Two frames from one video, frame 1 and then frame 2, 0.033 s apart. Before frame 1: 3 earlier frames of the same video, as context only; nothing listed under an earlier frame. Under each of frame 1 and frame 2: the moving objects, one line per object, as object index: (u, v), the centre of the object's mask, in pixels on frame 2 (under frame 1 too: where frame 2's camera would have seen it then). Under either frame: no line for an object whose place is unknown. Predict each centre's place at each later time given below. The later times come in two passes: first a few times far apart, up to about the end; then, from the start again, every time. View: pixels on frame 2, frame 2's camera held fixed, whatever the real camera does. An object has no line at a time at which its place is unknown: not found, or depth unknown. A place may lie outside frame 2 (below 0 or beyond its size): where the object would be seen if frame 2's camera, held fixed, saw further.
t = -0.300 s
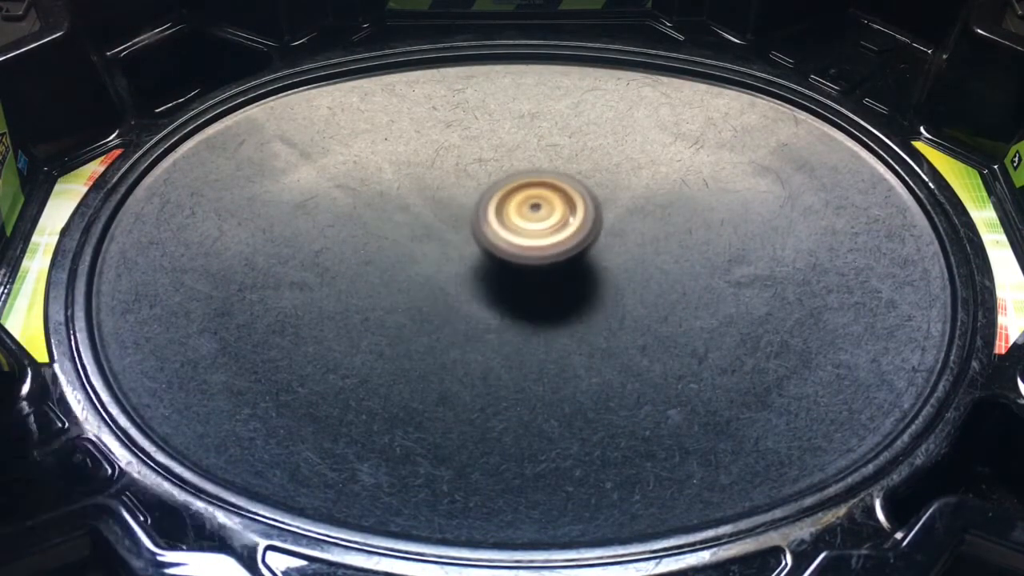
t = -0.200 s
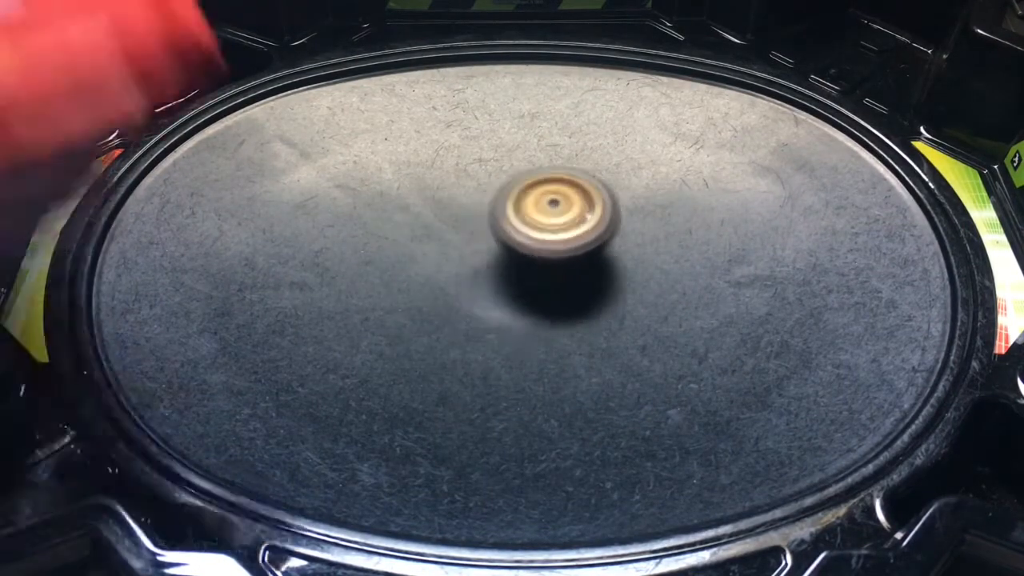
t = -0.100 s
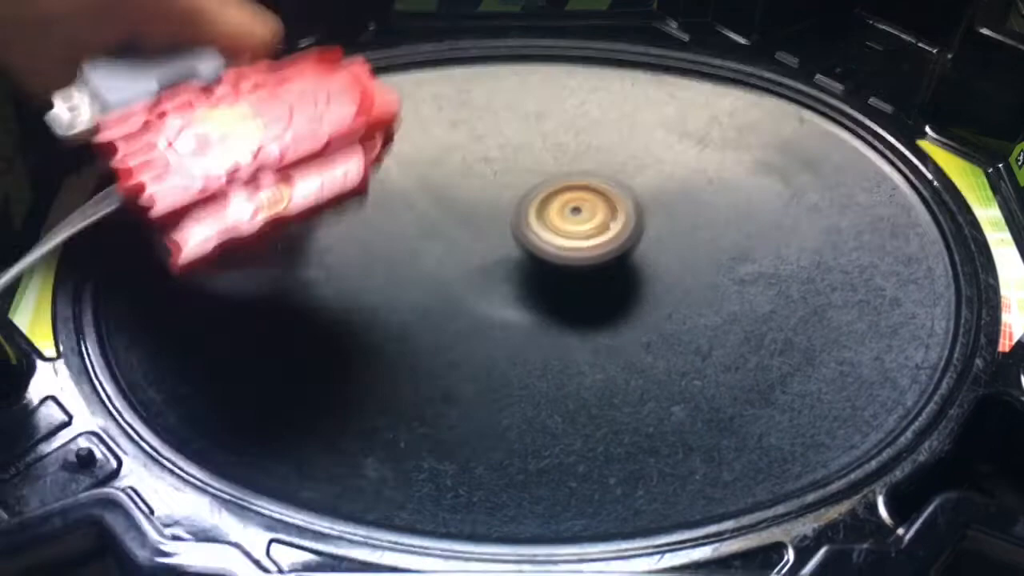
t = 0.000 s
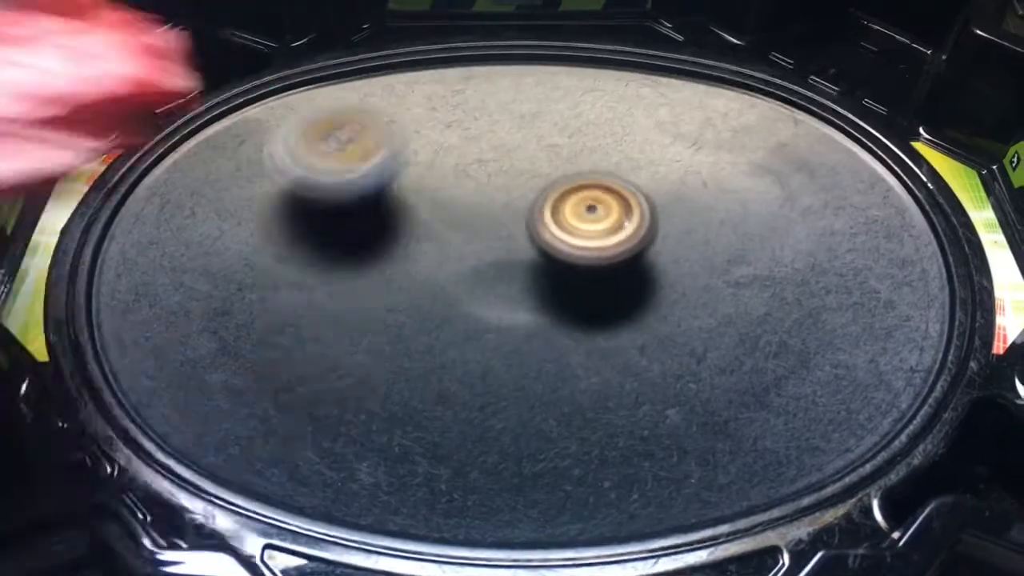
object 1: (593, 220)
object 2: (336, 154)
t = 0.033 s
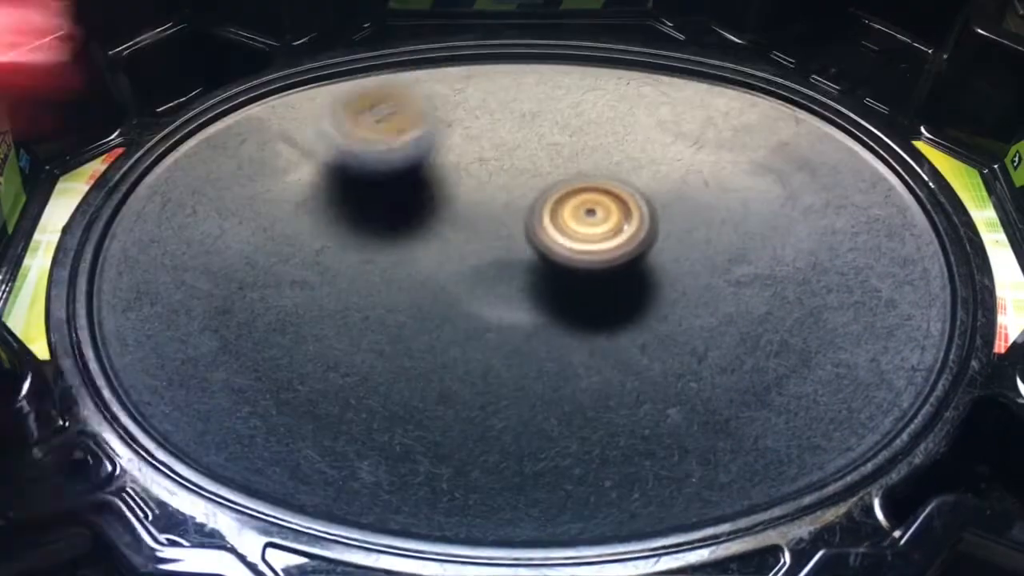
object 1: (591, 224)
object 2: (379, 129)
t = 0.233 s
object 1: (573, 252)
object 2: (658, 69)
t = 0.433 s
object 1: (595, 259)
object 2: (925, 210)
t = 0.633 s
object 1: (580, 270)
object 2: (761, 453)
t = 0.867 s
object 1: (568, 272)
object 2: (140, 368)
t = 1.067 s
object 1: (565, 279)
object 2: (259, 54)
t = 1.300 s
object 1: (531, 281)
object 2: (832, 75)
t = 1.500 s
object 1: (500, 282)
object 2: (727, 457)
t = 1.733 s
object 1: (479, 273)
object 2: (85, 257)
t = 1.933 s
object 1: (468, 267)
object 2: (430, 29)
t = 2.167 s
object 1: (466, 261)
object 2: (946, 224)
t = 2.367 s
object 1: (465, 253)
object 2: (468, 483)
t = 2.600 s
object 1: (466, 249)
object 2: (115, 153)
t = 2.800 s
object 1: (466, 241)
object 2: (541, 30)
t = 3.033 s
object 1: (480, 235)
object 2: (949, 282)
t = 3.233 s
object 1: (490, 240)
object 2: (450, 486)
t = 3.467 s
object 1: (507, 249)
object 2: (114, 164)
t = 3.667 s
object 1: (516, 254)
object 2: (490, 33)
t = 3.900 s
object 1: (522, 259)
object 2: (942, 172)
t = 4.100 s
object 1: (526, 266)
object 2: (721, 469)
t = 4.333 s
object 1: (529, 280)
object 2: (121, 351)
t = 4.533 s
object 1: (526, 282)
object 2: (233, 70)
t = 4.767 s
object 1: (521, 280)
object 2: (688, 63)
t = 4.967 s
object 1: (517, 280)
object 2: (946, 278)
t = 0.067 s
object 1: (587, 229)
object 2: (421, 104)
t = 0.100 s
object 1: (584, 234)
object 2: (467, 86)
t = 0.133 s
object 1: (581, 241)
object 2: (512, 73)
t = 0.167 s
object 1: (577, 246)
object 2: (561, 65)
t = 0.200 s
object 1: (575, 250)
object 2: (607, 63)
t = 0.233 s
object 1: (573, 252)
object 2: (658, 69)
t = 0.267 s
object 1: (573, 253)
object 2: (709, 77)
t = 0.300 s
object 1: (577, 253)
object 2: (758, 93)
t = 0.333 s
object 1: (583, 256)
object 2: (808, 111)
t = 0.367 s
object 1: (589, 257)
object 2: (853, 139)
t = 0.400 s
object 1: (593, 258)
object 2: (890, 171)
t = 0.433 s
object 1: (595, 259)
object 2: (925, 210)
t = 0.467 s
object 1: (595, 261)
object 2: (949, 250)
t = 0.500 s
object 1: (593, 262)
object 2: (955, 292)
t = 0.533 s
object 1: (591, 264)
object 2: (933, 343)
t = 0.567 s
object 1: (589, 266)
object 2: (902, 387)
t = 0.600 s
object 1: (585, 268)
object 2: (843, 426)
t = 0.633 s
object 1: (580, 270)
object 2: (761, 453)
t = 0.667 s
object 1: (574, 271)
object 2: (675, 472)
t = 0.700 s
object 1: (569, 270)
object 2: (580, 481)
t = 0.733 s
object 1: (565, 269)
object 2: (482, 482)
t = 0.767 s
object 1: (563, 269)
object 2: (383, 472)
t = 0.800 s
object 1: (564, 269)
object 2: (289, 448)
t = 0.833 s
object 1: (565, 270)
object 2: (205, 413)
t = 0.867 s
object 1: (568, 272)
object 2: (140, 368)
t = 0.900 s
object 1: (571, 272)
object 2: (101, 312)
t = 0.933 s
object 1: (573, 274)
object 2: (90, 247)
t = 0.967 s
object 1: (573, 275)
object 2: (103, 182)
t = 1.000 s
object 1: (572, 276)
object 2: (138, 130)
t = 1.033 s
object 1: (569, 277)
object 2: (191, 87)
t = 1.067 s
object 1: (565, 279)
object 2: (259, 54)
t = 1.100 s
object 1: (560, 280)
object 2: (332, 37)
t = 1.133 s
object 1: (555, 281)
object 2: (408, 31)
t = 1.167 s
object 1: (549, 281)
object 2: (492, 28)
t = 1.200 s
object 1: (545, 281)
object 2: (574, 29)
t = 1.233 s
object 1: (540, 281)
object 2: (665, 34)
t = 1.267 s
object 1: (535, 282)
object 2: (750, 45)
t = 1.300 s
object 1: (531, 281)
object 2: (832, 75)
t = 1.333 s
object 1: (527, 282)
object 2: (896, 124)
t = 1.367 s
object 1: (522, 283)
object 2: (940, 189)
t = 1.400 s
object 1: (517, 283)
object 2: (948, 274)
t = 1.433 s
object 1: (511, 284)
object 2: (915, 354)
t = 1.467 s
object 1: (507, 284)
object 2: (843, 416)
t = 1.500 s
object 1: (500, 282)
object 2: (727, 457)
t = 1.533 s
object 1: (495, 282)
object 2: (604, 481)
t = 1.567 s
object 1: (491, 280)
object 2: (477, 483)
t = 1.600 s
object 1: (488, 279)
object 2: (353, 466)
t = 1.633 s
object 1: (484, 277)
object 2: (249, 430)
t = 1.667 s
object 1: (482, 276)
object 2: (164, 386)
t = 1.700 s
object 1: (480, 273)
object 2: (108, 324)
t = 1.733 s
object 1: (479, 273)
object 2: (85, 257)
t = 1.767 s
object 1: (476, 272)
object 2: (99, 184)
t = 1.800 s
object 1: (473, 272)
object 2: (135, 127)
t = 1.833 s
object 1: (470, 271)
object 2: (196, 83)
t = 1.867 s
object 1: (469, 270)
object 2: (268, 51)
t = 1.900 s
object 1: (468, 269)
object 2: (349, 37)
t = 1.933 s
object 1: (468, 267)
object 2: (430, 29)
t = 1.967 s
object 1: (467, 266)
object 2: (517, 28)
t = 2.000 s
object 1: (467, 265)
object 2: (603, 31)
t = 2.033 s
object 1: (467, 264)
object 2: (690, 38)
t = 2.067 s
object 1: (467, 263)
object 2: (780, 55)
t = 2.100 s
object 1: (467, 263)
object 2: (852, 94)
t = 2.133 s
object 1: (467, 262)
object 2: (911, 149)
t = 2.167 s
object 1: (466, 261)
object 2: (946, 224)
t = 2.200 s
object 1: (466, 259)
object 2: (941, 304)
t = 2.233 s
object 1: (466, 258)
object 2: (902, 375)
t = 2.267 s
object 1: (465, 256)
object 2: (820, 431)
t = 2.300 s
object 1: (465, 255)
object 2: (708, 468)
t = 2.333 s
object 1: (465, 254)
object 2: (589, 483)
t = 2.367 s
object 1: (465, 253)
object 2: (468, 483)
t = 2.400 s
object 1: (465, 252)
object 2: (354, 467)
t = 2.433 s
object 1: (465, 252)
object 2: (256, 435)
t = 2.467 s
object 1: (465, 251)
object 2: (168, 396)
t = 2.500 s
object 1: (466, 250)
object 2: (112, 341)
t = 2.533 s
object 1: (467, 250)
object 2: (83, 276)
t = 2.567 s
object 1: (467, 250)
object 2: (86, 211)
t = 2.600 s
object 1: (466, 249)
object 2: (115, 153)
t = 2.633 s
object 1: (465, 249)
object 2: (166, 105)
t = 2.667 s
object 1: (465, 248)
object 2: (231, 68)
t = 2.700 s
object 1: (465, 247)
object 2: (304, 46)
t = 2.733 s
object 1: (465, 245)
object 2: (382, 36)
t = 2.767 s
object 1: (466, 243)
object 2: (460, 31)
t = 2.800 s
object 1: (466, 241)
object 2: (541, 30)
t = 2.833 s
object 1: (468, 239)
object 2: (625, 35)
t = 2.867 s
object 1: (470, 237)
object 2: (705, 43)
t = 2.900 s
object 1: (472, 236)
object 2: (786, 63)
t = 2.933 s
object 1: (474, 235)
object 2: (857, 95)
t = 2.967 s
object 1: (476, 235)
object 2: (910, 147)
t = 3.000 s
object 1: (478, 235)
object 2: (946, 208)
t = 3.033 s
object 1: (480, 235)
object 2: (949, 282)
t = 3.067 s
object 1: (482, 236)
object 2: (926, 352)
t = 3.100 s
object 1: (484, 236)
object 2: (875, 408)
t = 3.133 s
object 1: (485, 237)
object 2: (781, 451)
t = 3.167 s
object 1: (486, 237)
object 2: (675, 479)
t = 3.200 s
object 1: (488, 239)
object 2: (561, 488)
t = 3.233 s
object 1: (490, 240)
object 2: (450, 486)
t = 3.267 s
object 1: (492, 242)
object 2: (343, 467)
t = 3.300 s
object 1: (494, 243)
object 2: (251, 436)
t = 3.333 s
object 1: (496, 244)
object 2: (169, 396)
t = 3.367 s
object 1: (500, 245)
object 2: (113, 347)
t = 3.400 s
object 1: (502, 247)
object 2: (90, 282)
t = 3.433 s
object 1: (505, 248)
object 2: (88, 220)
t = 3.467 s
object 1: (507, 249)
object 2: (114, 164)
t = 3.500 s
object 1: (509, 250)
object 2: (157, 116)
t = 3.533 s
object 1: (511, 251)
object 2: (213, 81)
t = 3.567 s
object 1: (512, 252)
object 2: (277, 54)
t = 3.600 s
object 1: (514, 253)
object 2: (347, 41)
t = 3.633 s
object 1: (514, 254)
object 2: (417, 35)
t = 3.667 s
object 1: (516, 254)
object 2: (490, 33)
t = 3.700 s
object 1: (517, 255)
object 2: (563, 34)
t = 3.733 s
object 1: (518, 255)
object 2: (634, 42)
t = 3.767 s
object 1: (519, 255)
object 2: (703, 55)
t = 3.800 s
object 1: (520, 256)
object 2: (773, 77)
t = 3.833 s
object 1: (521, 256)
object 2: (841, 103)
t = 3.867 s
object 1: (522, 258)
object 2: (900, 133)
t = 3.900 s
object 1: (522, 259)
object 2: (942, 172)
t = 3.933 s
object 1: (524, 260)
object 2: (953, 236)
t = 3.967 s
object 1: (524, 260)
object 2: (949, 291)
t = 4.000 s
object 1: (525, 261)
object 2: (932, 351)
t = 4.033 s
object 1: (526, 262)
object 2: (889, 400)
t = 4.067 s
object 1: (526, 263)
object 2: (815, 440)
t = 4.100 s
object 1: (526, 266)
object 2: (721, 469)
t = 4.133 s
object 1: (526, 268)
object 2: (620, 482)
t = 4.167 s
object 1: (527, 269)
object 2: (525, 486)
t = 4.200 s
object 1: (527, 271)
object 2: (426, 480)
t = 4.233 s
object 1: (528, 273)
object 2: (331, 462)
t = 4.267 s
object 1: (528, 275)
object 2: (251, 435)
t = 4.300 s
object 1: (529, 277)
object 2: (175, 396)
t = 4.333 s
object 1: (529, 280)
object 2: (121, 351)
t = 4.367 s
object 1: (529, 281)
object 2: (98, 294)
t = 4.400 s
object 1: (528, 282)
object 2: (89, 241)
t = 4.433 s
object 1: (528, 282)
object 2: (103, 184)
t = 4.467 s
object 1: (527, 282)
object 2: (136, 140)
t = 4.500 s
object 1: (526, 282)
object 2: (178, 100)
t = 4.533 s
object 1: (526, 282)
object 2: (233, 70)
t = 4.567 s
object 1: (525, 281)
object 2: (288, 48)
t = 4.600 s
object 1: (525, 281)
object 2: (353, 37)
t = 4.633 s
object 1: (524, 280)
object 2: (417, 34)
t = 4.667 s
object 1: (523, 280)
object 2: (486, 34)
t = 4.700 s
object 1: (523, 280)
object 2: (554, 39)
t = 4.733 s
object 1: (522, 280)
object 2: (620, 49)
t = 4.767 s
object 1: (521, 280)
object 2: (688, 63)
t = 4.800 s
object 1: (521, 280)
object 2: (756, 85)
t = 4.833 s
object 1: (520, 279)
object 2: (819, 112)
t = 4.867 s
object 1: (519, 280)
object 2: (882, 144)
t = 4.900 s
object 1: (518, 279)
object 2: (933, 176)
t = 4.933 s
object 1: (516, 280)
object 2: (956, 221)
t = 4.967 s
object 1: (517, 280)
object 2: (946, 278)
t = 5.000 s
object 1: (514, 281)
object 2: (930, 333)
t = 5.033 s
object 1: (510, 281)
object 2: (906, 383)
